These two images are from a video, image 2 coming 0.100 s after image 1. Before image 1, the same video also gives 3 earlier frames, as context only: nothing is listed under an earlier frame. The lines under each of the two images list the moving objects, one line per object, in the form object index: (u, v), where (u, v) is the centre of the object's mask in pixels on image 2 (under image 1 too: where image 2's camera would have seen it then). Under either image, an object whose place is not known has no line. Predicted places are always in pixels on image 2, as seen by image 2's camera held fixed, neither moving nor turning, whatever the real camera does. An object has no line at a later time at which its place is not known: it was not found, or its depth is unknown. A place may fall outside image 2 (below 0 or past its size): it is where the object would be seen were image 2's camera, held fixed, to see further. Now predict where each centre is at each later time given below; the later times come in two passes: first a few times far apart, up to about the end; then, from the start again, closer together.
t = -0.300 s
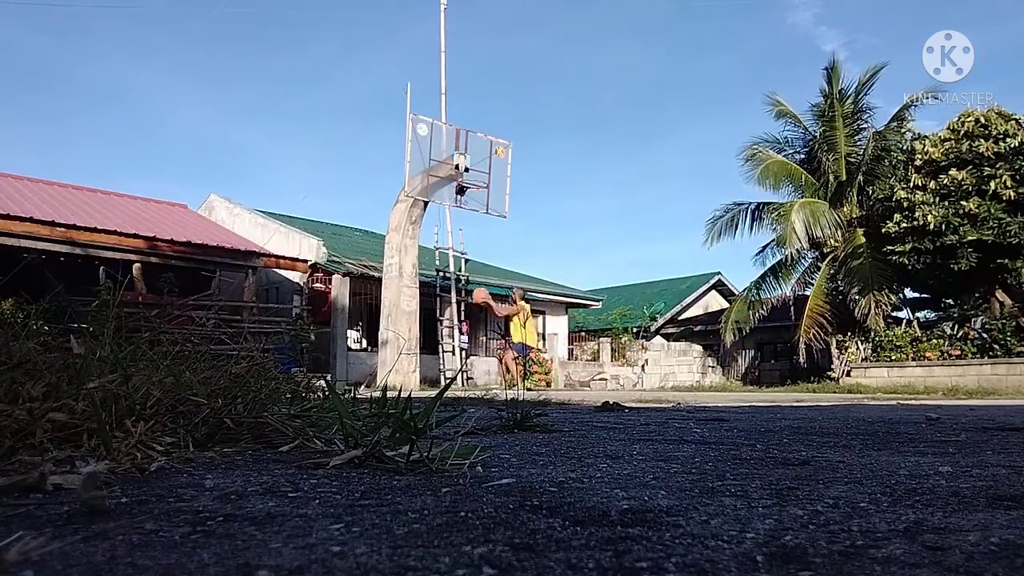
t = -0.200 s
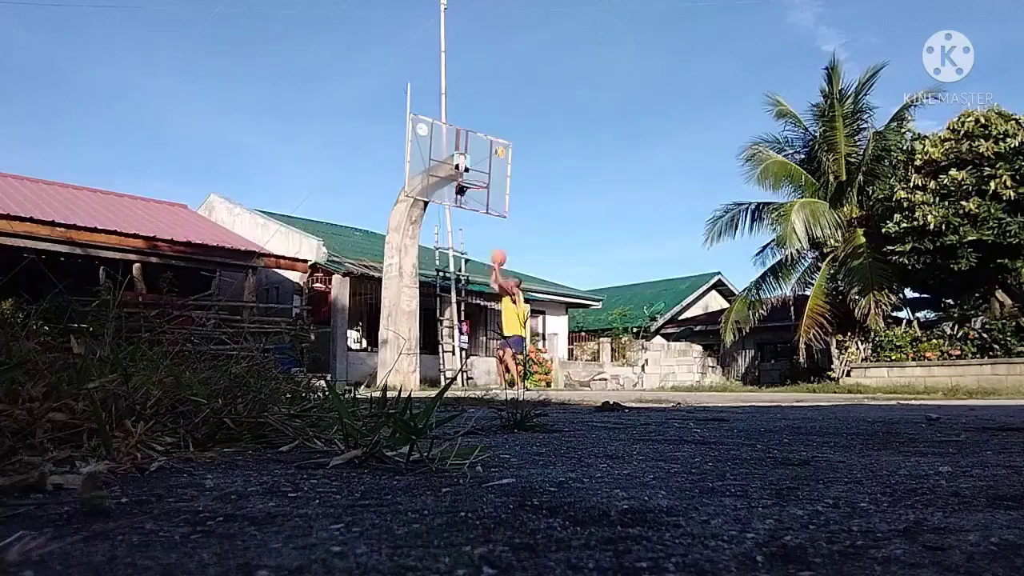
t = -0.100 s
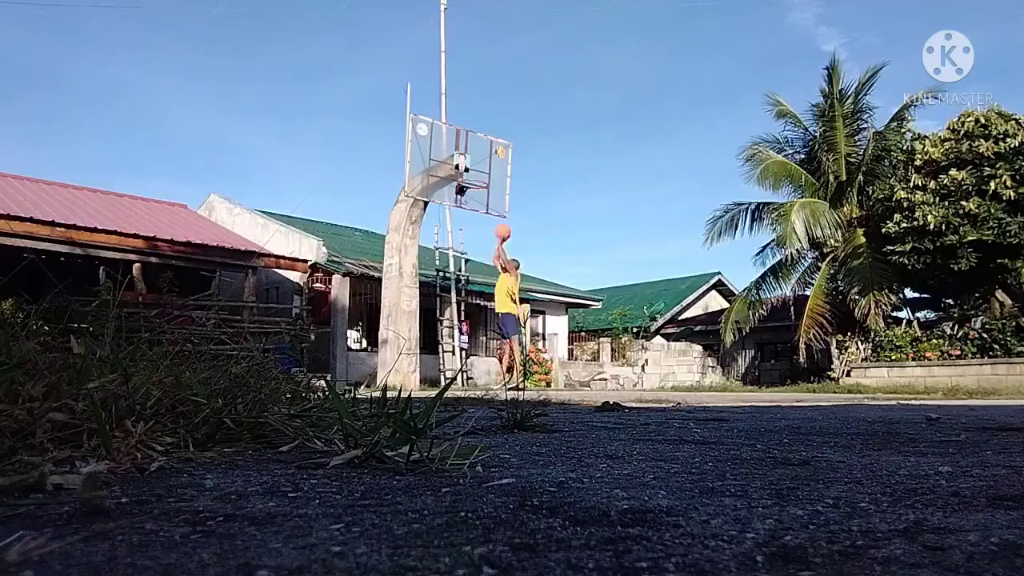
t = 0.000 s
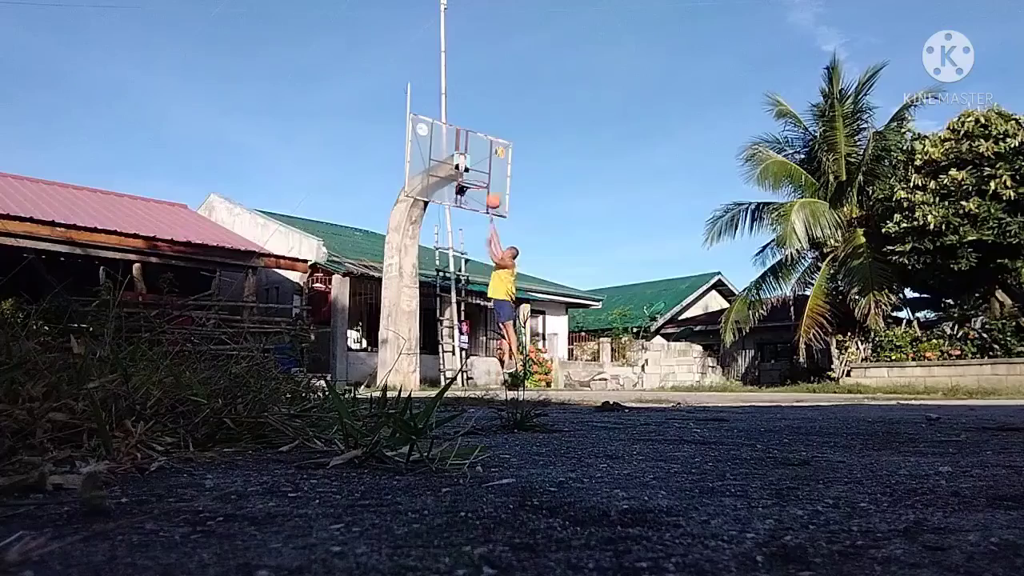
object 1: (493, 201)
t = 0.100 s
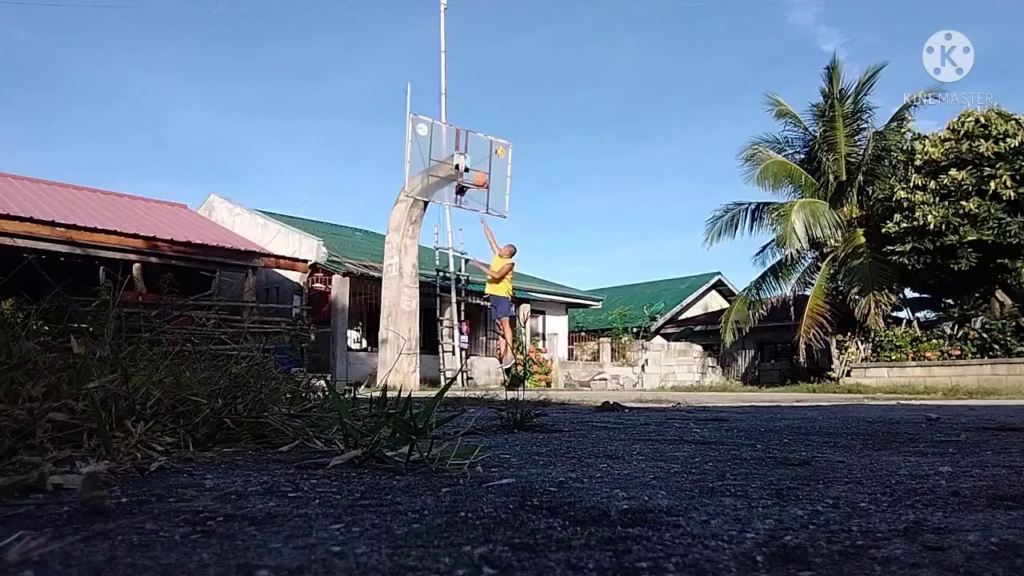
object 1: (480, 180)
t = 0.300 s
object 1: (483, 173)
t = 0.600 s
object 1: (493, 175)
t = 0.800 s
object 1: (501, 200)
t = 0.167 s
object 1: (480, 176)
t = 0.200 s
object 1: (481, 175)
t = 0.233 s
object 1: (481, 174)
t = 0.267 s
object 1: (482, 173)
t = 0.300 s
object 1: (483, 173)
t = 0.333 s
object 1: (484, 173)
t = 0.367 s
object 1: (485, 174)
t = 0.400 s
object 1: (486, 175)
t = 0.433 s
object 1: (487, 174)
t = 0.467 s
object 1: (488, 173)
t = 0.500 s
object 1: (490, 172)
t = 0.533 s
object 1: (491, 172)
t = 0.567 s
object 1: (492, 174)
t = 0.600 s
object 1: (493, 175)
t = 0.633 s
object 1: (495, 178)
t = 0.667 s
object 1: (496, 180)
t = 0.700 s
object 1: (497, 183)
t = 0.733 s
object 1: (498, 189)
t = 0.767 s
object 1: (499, 194)
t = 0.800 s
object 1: (501, 200)
